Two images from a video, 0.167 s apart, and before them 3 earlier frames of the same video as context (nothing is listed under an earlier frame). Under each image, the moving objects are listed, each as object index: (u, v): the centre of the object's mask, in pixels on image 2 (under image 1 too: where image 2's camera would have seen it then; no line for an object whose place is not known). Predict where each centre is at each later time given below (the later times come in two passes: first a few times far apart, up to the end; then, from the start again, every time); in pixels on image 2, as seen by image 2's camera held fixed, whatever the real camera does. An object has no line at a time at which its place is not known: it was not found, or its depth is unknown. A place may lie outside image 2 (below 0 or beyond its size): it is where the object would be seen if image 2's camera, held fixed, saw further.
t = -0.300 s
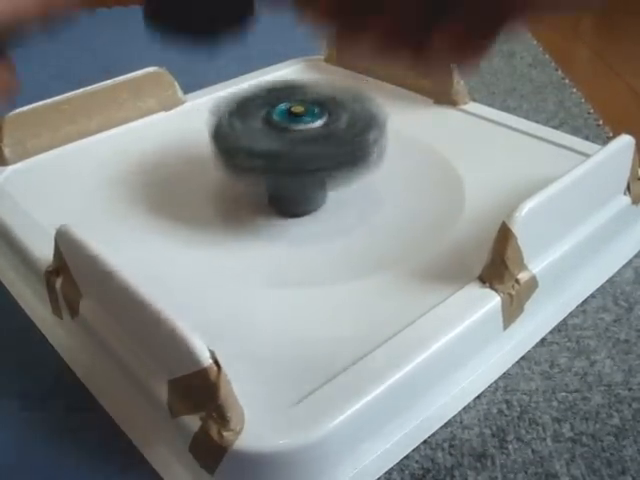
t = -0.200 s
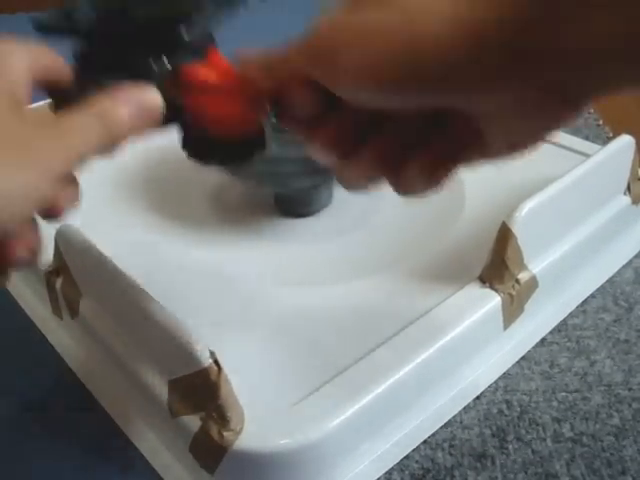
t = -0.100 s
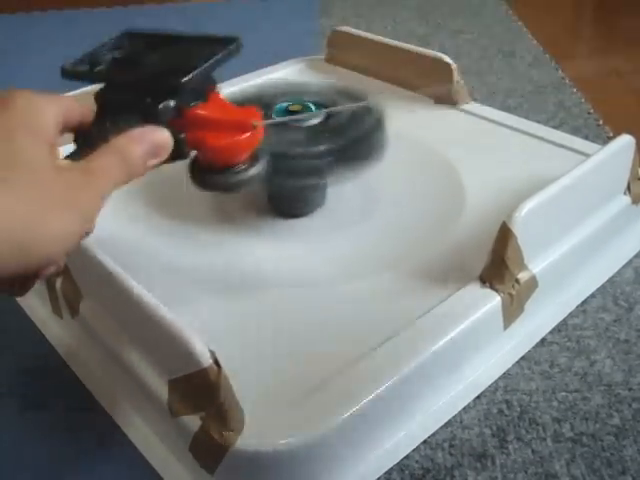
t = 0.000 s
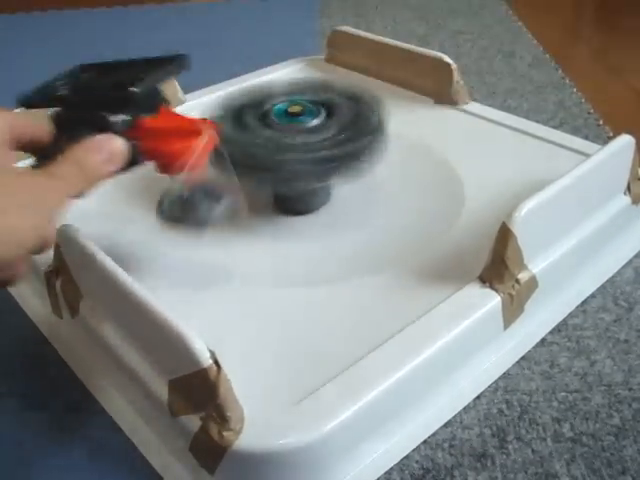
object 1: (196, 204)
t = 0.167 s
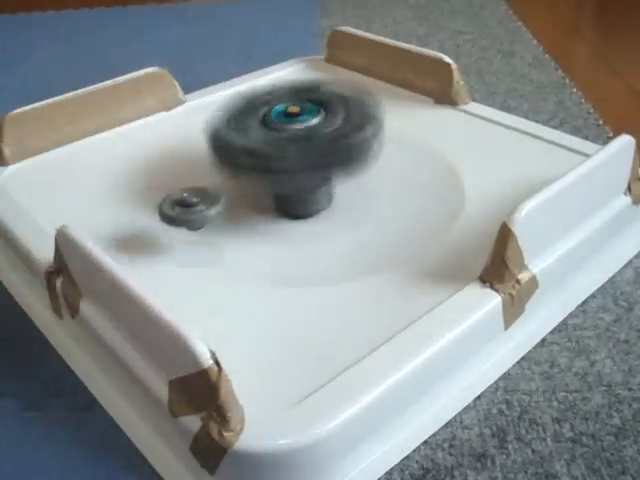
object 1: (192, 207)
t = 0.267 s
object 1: (217, 223)
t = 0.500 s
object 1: (200, 212)
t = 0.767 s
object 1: (222, 217)
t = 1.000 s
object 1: (246, 218)
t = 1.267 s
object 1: (103, 227)
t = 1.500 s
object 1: (136, 227)
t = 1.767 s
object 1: (228, 221)
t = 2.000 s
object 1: (164, 224)
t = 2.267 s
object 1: (219, 222)
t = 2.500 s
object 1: (205, 216)
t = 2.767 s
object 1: (220, 212)
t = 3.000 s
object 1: (202, 201)
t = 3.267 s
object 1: (220, 196)
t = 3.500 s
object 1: (209, 180)
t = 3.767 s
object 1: (207, 176)
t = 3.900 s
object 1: (226, 187)
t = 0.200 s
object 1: (193, 226)
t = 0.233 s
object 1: (205, 230)
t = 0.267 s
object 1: (217, 223)
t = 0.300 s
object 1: (229, 222)
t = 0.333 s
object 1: (242, 216)
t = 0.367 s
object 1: (255, 211)
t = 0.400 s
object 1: (241, 210)
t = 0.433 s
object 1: (223, 213)
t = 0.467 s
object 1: (209, 212)
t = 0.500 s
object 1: (200, 212)
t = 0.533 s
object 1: (196, 213)
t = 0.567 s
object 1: (195, 213)
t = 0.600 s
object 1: (198, 214)
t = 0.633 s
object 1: (201, 214)
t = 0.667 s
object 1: (206, 216)
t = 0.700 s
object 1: (211, 216)
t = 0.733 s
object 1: (217, 217)
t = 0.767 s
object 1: (222, 217)
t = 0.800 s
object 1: (228, 218)
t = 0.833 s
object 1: (233, 218)
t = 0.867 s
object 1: (238, 218)
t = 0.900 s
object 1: (242, 218)
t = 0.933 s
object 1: (246, 217)
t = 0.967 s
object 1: (250, 217)
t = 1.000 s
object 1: (246, 218)
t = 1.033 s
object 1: (213, 224)
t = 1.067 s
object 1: (178, 227)
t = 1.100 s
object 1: (151, 228)
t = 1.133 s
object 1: (128, 231)
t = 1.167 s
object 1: (116, 230)
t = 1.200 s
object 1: (108, 228)
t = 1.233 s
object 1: (104, 227)
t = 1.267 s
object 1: (103, 227)
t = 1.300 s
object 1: (104, 228)
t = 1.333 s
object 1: (107, 228)
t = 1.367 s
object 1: (111, 229)
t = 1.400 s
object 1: (115, 230)
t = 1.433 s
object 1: (120, 230)
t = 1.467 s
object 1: (127, 230)
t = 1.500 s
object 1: (136, 227)
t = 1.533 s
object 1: (143, 228)
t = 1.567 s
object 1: (152, 227)
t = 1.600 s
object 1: (162, 227)
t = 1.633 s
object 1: (174, 227)
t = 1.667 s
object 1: (187, 227)
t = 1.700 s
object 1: (200, 225)
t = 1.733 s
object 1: (214, 224)
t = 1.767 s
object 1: (228, 221)
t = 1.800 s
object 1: (241, 219)
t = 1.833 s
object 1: (251, 216)
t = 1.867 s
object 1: (228, 220)
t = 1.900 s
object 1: (205, 223)
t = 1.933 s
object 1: (184, 224)
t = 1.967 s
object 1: (171, 224)
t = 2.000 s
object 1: (164, 224)
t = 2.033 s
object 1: (163, 224)
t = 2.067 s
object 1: (167, 224)
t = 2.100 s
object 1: (174, 225)
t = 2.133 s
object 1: (182, 224)
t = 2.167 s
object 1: (191, 225)
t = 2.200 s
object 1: (200, 224)
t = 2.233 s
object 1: (210, 223)
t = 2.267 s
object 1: (219, 222)
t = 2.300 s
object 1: (228, 220)
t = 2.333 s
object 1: (236, 218)
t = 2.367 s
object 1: (243, 216)
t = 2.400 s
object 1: (247, 214)
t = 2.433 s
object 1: (240, 214)
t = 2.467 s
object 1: (222, 216)
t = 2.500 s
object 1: (205, 216)
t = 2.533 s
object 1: (196, 215)
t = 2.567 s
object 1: (192, 215)
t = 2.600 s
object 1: (193, 214)
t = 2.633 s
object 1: (196, 214)
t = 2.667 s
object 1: (202, 213)
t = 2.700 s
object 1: (208, 213)
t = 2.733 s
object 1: (214, 212)
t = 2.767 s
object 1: (220, 212)
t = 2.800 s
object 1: (227, 211)
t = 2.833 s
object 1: (232, 209)
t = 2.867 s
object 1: (237, 207)
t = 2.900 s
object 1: (240, 206)
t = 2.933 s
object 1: (228, 206)
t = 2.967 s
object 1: (212, 203)
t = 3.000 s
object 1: (202, 201)
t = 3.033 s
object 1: (196, 199)
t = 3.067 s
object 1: (195, 197)
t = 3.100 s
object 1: (197, 197)
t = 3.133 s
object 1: (200, 197)
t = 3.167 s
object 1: (205, 197)
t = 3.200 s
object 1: (210, 197)
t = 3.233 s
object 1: (215, 197)
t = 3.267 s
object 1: (220, 196)
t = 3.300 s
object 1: (225, 197)
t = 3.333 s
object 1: (228, 198)
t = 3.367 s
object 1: (235, 198)
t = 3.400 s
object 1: (239, 200)
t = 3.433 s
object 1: (239, 199)
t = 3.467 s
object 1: (219, 188)
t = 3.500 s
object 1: (209, 180)
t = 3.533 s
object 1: (203, 173)
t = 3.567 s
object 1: (198, 170)
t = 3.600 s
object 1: (197, 168)
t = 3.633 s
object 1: (199, 169)
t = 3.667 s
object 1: (200, 170)
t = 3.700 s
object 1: (204, 172)
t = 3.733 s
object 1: (207, 173)
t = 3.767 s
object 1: (207, 176)
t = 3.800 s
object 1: (215, 178)
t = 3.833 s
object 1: (220, 180)
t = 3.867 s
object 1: (225, 184)
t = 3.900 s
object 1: (226, 187)
